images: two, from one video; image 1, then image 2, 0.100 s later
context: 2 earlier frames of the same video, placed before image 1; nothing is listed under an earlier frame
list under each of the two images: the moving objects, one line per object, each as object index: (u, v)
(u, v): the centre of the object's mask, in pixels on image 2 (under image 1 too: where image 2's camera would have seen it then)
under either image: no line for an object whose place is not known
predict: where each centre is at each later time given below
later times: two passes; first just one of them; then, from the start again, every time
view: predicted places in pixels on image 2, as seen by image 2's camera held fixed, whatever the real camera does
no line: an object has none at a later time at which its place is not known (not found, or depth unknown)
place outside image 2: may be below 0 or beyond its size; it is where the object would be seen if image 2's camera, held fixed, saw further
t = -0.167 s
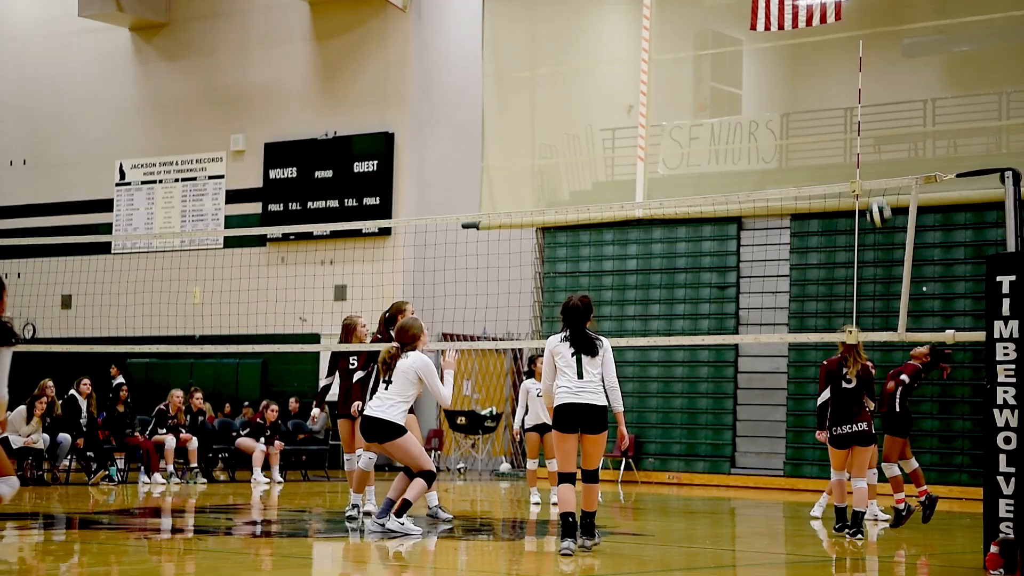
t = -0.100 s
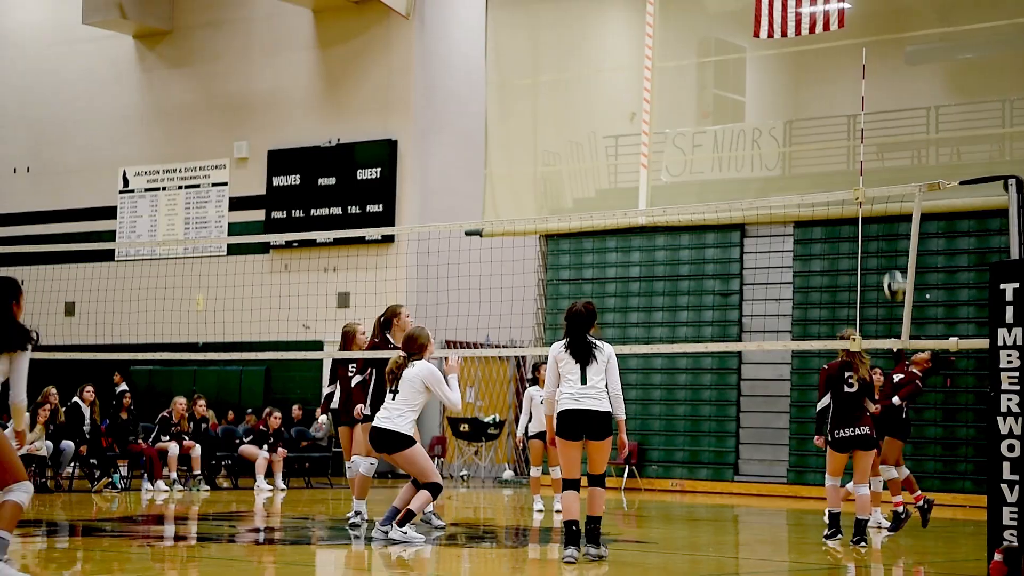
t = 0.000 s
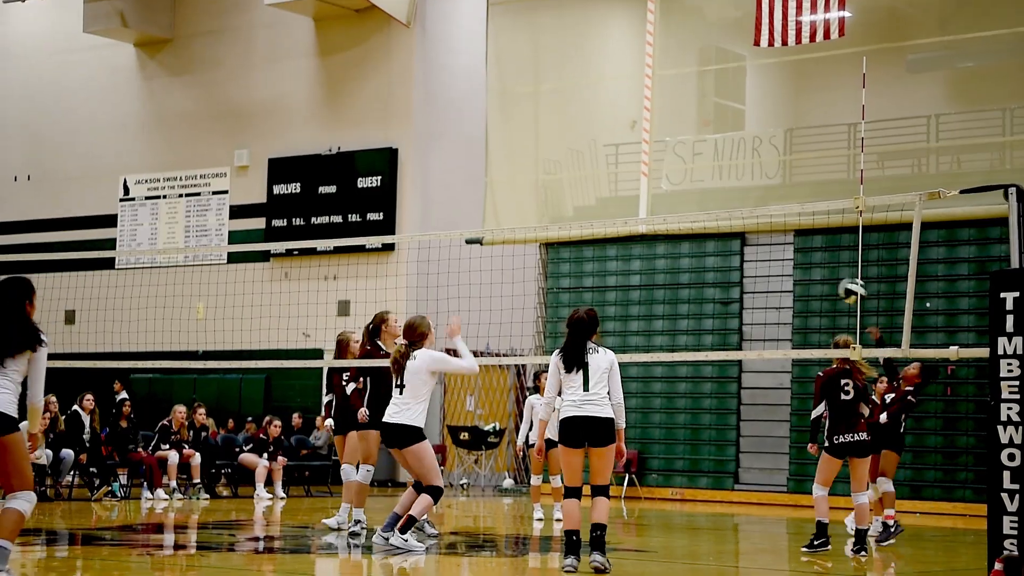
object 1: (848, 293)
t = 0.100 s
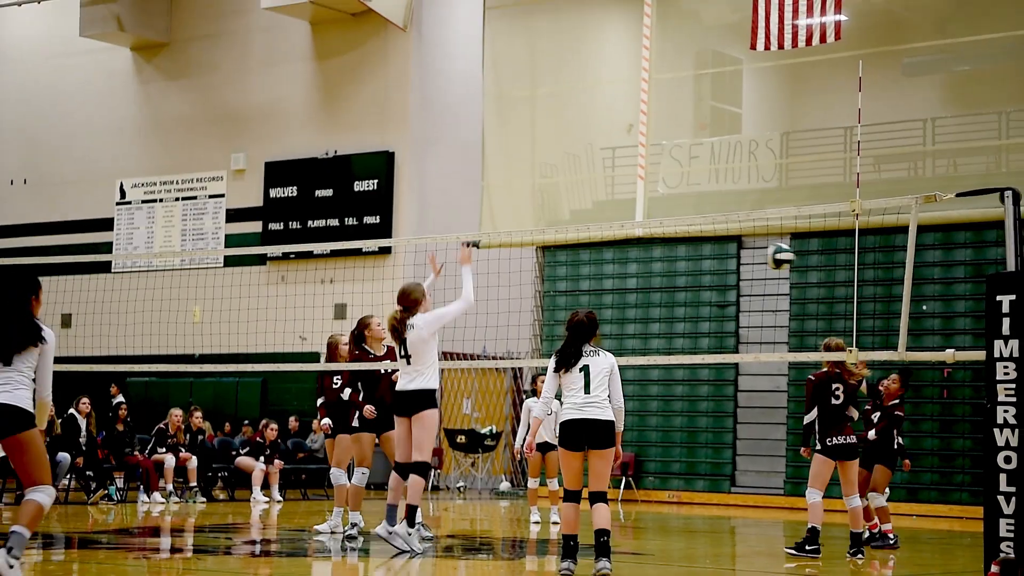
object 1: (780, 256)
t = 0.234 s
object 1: (675, 225)
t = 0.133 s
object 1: (754, 246)
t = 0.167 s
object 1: (729, 239)
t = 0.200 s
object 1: (703, 233)
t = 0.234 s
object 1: (675, 225)
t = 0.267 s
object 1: (646, 216)
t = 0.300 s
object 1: (629, 208)
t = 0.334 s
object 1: (618, 196)
